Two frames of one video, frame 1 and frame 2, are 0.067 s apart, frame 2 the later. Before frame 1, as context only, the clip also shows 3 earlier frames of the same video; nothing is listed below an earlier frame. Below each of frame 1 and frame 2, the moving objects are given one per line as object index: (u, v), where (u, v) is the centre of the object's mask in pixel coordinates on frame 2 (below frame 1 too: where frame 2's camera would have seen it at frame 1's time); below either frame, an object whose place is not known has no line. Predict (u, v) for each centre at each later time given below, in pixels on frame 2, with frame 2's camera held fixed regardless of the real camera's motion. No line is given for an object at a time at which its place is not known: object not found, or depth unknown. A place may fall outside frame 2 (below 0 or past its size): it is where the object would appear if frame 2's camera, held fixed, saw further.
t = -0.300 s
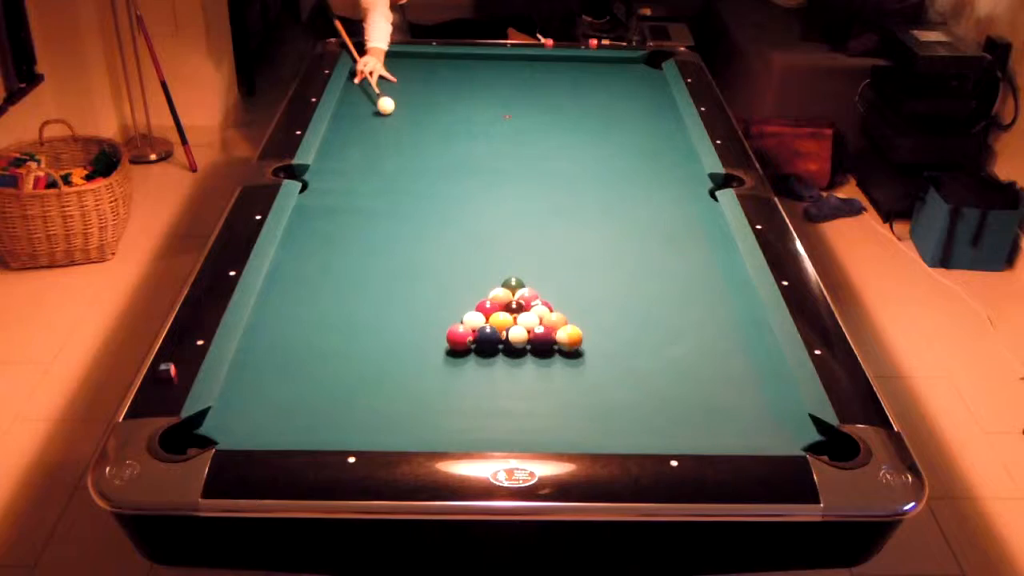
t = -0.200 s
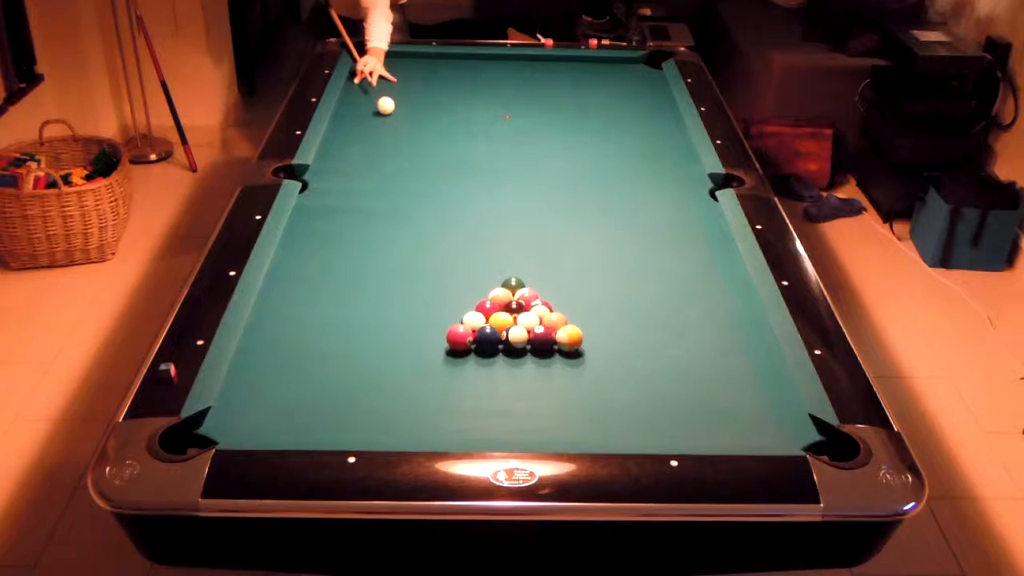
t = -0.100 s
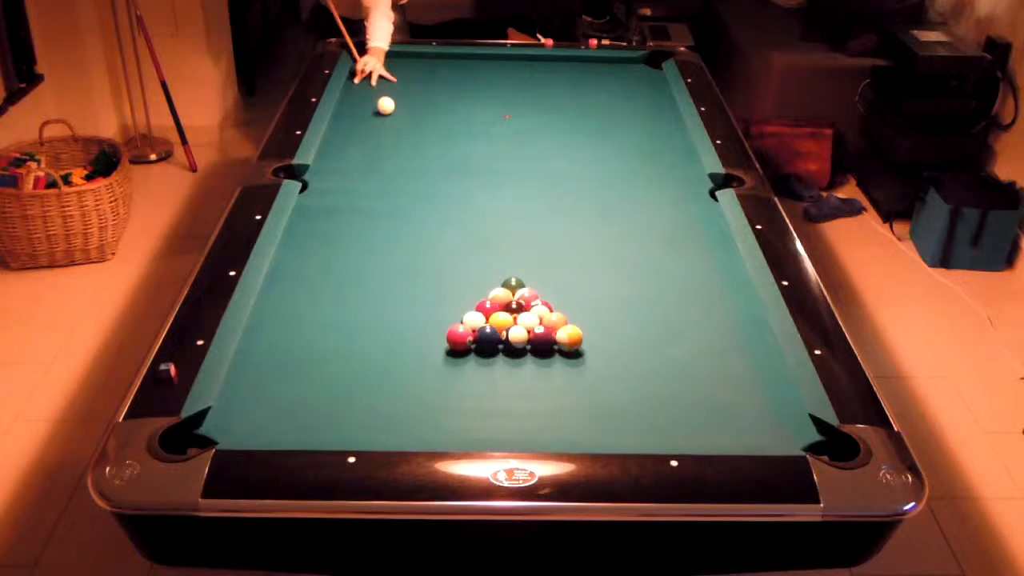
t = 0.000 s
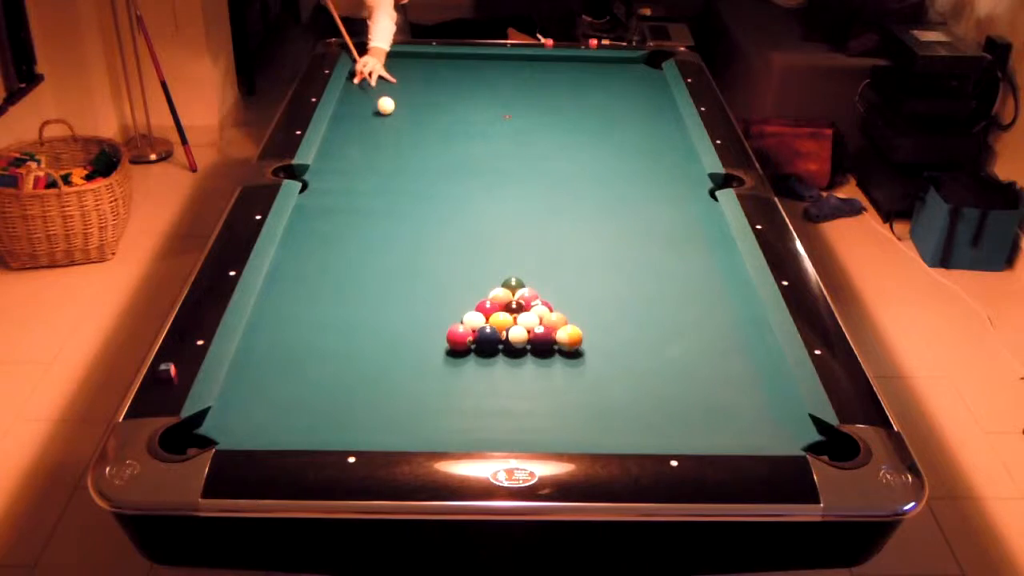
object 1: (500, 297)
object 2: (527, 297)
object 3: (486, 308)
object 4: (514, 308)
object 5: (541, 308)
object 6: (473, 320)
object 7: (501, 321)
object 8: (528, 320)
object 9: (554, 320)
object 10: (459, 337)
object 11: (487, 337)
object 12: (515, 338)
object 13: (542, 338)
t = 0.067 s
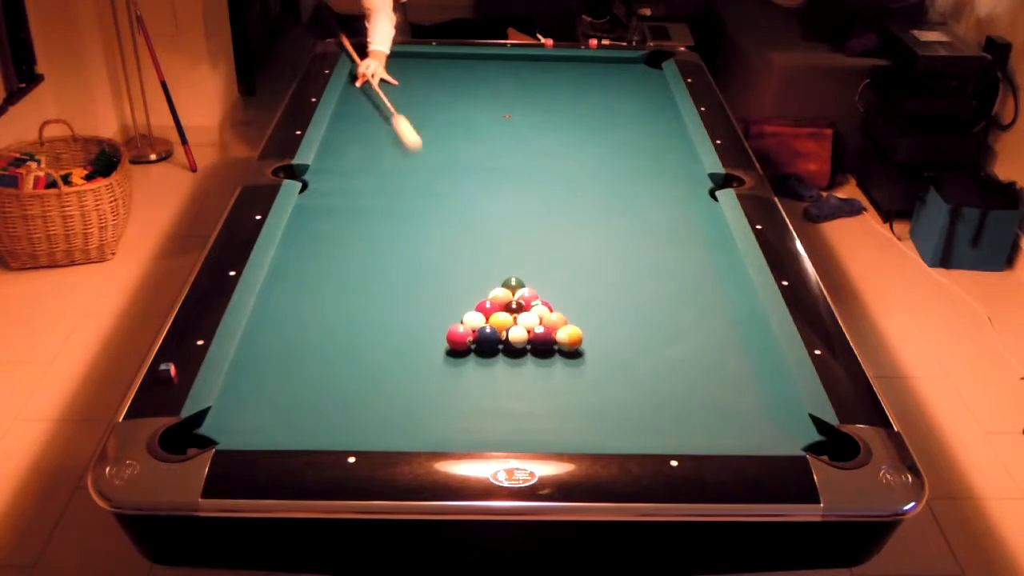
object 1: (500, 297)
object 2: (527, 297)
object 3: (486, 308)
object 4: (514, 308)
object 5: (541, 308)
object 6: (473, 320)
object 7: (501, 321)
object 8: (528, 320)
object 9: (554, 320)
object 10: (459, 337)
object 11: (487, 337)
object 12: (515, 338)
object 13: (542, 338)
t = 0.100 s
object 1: (500, 297)
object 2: (527, 297)
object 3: (486, 308)
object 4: (514, 308)
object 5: (541, 308)
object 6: (473, 320)
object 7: (501, 321)
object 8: (528, 320)
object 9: (554, 320)
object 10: (459, 337)
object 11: (487, 337)
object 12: (515, 338)
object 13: (542, 338)
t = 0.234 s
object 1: (490, 294)
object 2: (542, 292)
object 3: (481, 309)
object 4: (517, 309)
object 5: (565, 304)
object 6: (469, 328)
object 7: (499, 325)
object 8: (526, 328)
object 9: (581, 325)
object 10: (419, 364)
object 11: (473, 358)
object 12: (505, 358)
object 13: (542, 366)
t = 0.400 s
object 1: (463, 284)
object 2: (579, 272)
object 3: (462, 309)
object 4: (526, 309)
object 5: (625, 290)
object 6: (461, 330)
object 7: (497, 324)
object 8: (523, 332)
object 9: (643, 324)
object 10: (315, 416)
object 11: (437, 412)
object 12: (477, 405)
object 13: (542, 418)
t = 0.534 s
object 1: (444, 275)
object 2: (605, 258)
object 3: (449, 311)
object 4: (532, 309)
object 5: (666, 278)
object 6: (455, 335)
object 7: (495, 324)
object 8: (521, 336)
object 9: (688, 323)
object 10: (287, 379)
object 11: (417, 415)
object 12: (457, 421)
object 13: (539, 382)
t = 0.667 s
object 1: (426, 267)
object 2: (628, 244)
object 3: (437, 311)
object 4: (537, 308)
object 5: (704, 267)
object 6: (449, 339)
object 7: (494, 323)
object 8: (517, 338)
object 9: (732, 323)
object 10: (261, 350)
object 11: (404, 392)
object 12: (446, 397)
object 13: (538, 351)
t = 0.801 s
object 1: (409, 259)
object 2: (651, 232)
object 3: (425, 312)
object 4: (542, 307)
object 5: (723, 257)
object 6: (443, 342)
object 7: (482, 317)
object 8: (510, 335)
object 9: (744, 320)
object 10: (271, 324)
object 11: (393, 370)
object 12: (435, 376)
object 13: (556, 340)
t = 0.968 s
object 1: (388, 250)
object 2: (676, 218)
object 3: (410, 311)
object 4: (546, 306)
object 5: (690, 244)
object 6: (440, 339)
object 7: (465, 306)
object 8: (508, 334)
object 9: (713, 312)
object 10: (302, 297)
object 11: (380, 346)
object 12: (420, 359)
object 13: (576, 326)
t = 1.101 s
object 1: (373, 243)
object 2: (695, 207)
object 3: (400, 311)
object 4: (549, 305)
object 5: (665, 235)
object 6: (440, 331)
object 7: (451, 299)
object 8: (508, 334)
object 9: (691, 306)
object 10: (324, 278)
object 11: (370, 327)
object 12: (404, 354)
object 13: (591, 315)
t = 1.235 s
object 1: (358, 237)
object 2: (702, 198)
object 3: (390, 311)
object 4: (552, 305)
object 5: (641, 225)
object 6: (441, 323)
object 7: (439, 292)
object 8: (508, 335)
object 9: (669, 301)
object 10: (345, 259)
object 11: (360, 310)
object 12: (388, 349)
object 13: (605, 305)
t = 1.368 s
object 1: (344, 231)
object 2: (689, 191)
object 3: (380, 311)
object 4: (554, 304)
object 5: (618, 217)
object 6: (442, 317)
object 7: (427, 286)
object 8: (508, 335)
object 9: (648, 296)
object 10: (364, 243)
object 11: (352, 295)
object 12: (373, 345)
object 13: (617, 295)
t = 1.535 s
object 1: (328, 224)
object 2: (676, 184)
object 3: (369, 311)
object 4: (555, 304)
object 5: (591, 206)
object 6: (442, 308)
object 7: (413, 278)
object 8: (508, 335)
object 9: (650, 291)
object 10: (385, 224)
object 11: (342, 278)
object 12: (356, 342)
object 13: (606, 282)
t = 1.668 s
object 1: (315, 219)
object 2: (675, 181)
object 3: (361, 312)
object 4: (555, 304)
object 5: (571, 199)
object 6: (443, 302)
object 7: (403, 272)
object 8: (508, 335)
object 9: (653, 288)
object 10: (400, 210)
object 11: (334, 265)
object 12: (343, 338)
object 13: (597, 273)
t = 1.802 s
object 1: (303, 214)
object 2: (675, 178)
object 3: (353, 312)
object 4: (554, 304)
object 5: (552, 191)
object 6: (443, 297)
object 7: (393, 267)
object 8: (508, 335)
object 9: (655, 285)
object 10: (415, 197)
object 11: (327, 252)
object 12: (330, 336)
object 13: (589, 265)
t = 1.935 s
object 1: (309, 211)
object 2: (674, 175)
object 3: (347, 312)
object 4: (554, 304)
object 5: (533, 185)
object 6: (443, 292)
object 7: (384, 262)
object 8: (508, 335)
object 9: (657, 282)
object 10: (429, 184)
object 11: (320, 241)
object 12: (318, 332)
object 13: (582, 257)
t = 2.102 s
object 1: (320, 208)
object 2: (673, 172)
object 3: (339, 312)
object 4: (554, 304)
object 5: (512, 177)
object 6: (443, 286)
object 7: (373, 256)
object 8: (508, 335)
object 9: (659, 280)
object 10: (445, 170)
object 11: (313, 229)
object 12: (304, 328)
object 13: (573, 247)
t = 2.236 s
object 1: (327, 206)
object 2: (673, 170)
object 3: (334, 312)
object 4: (554, 304)
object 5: (494, 170)
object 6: (443, 283)
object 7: (366, 252)
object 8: (508, 335)
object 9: (660, 278)
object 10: (457, 159)
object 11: (306, 218)
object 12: (294, 327)
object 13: (566, 240)
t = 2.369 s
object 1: (333, 204)
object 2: (673, 169)
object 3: (329, 312)
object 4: (554, 304)
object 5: (479, 163)
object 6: (443, 280)
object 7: (358, 248)
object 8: (508, 335)
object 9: (661, 276)
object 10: (467, 149)
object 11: (305, 210)
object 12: (284, 324)
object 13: (560, 234)
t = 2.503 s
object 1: (339, 202)
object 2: (672, 167)
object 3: (325, 312)
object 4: (554, 304)
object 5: (464, 158)
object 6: (443, 277)
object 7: (351, 244)
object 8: (508, 335)
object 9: (662, 275)
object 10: (478, 141)
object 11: (311, 203)
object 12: (275, 322)
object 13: (554, 228)
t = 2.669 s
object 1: (346, 200)
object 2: (672, 166)
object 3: (320, 311)
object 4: (554, 304)
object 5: (472, 168)
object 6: (442, 273)
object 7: (343, 240)
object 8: (508, 335)
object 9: (662, 274)
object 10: (490, 130)
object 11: (319, 195)
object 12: (264, 320)
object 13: (547, 220)
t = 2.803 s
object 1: (351, 198)
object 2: (671, 165)
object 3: (317, 311)
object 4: (554, 304)
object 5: (480, 177)
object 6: (442, 271)
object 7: (336, 237)
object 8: (508, 335)
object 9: (662, 274)
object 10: (499, 123)
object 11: (326, 189)
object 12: (263, 319)
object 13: (542, 215)
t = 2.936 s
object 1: (355, 197)
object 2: (671, 164)
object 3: (315, 311)
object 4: (554, 304)
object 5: (488, 187)
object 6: (442, 268)
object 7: (331, 234)
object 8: (508, 335)
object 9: (662, 274)
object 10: (507, 115)
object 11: (332, 184)
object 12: (268, 319)
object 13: (537, 211)
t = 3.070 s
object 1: (360, 196)
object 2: (671, 163)
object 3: (313, 311)
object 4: (554, 304)
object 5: (495, 195)
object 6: (441, 266)
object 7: (326, 232)
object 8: (508, 335)
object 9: (662, 274)
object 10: (515, 108)
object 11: (338, 178)
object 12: (272, 318)
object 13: (532, 206)
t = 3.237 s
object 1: (365, 195)
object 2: (670, 163)
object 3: (312, 311)
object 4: (554, 304)
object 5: (505, 207)
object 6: (440, 266)
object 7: (320, 229)
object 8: (508, 335)
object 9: (662, 274)
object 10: (525, 99)
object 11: (345, 173)
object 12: (277, 318)
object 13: (526, 200)
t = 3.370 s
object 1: (368, 194)
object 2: (671, 162)
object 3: (312, 311)
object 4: (554, 304)
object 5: (512, 216)
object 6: (439, 265)
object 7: (316, 227)
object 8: (508, 335)
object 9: (662, 274)
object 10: (532, 93)
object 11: (349, 168)
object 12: (279, 318)
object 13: (522, 196)
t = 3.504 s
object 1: (370, 194)
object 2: (671, 162)
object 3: (313, 311)
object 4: (554, 304)
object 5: (520, 226)
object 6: (438, 265)
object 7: (311, 225)
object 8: (508, 335)
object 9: (662, 274)
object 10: (539, 87)
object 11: (354, 164)
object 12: (282, 318)
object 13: (518, 192)
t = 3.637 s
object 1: (372, 194)
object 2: (671, 162)
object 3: (314, 311)
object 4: (554, 304)
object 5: (528, 235)
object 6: (437, 265)
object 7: (308, 223)
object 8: (508, 335)
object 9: (662, 274)
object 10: (545, 82)
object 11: (358, 161)
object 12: (283, 318)
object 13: (514, 189)
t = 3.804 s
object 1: (375, 194)
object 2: (671, 162)
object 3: (314, 311)
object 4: (554, 304)
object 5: (538, 247)
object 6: (437, 265)
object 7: (304, 221)
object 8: (508, 335)
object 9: (662, 274)
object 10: (552, 75)
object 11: (363, 156)
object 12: (283, 318)
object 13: (510, 185)
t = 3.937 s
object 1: (376, 194)
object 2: (671, 162)
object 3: (314, 311)
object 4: (554, 304)
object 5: (546, 256)
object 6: (437, 265)
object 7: (302, 220)
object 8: (508, 335)
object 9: (662, 274)
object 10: (557, 70)
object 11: (367, 152)
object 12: (283, 318)
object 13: (506, 183)
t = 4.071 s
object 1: (376, 193)
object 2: (671, 162)
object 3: (314, 311)
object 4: (554, 304)
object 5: (554, 266)
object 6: (437, 265)
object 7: (300, 219)
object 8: (508, 335)
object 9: (662, 274)
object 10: (563, 66)
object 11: (370, 149)
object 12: (283, 318)
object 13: (503, 180)
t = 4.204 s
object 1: (376, 193)
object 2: (671, 162)
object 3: (314, 311)
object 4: (554, 304)
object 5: (562, 276)
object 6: (437, 265)
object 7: (301, 218)
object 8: (508, 335)
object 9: (662, 274)
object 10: (568, 61)
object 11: (373, 147)
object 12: (283, 318)
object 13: (500, 178)
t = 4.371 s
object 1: (376, 193)
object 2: (671, 162)
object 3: (314, 311)
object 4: (554, 304)
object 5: (571, 286)
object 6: (437, 265)
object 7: (302, 218)
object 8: (508, 335)
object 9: (662, 274)
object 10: (574, 60)
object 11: (376, 143)
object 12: (283, 318)
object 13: (497, 175)
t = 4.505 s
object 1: (376, 193)
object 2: (671, 162)
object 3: (314, 311)
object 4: (554, 304)
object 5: (579, 296)
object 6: (437, 265)
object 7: (302, 218)
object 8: (508, 335)
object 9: (662, 274)
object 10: (579, 63)
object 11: (379, 141)
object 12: (283, 318)
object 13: (494, 173)
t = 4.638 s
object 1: (376, 194)
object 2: (671, 162)
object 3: (314, 311)
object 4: (554, 304)
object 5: (586, 306)
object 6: (437, 265)
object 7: (302, 218)
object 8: (508, 335)
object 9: (662, 274)
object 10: (585, 65)
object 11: (381, 139)
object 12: (283, 318)
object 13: (492, 171)
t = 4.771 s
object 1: (376, 194)
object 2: (671, 162)
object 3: (314, 311)
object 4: (554, 304)
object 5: (594, 315)
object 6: (437, 265)
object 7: (302, 218)
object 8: (508, 335)
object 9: (662, 273)
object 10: (590, 68)
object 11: (382, 138)
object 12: (283, 318)
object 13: (490, 170)
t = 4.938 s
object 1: (376, 194)
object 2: (671, 162)
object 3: (314, 311)
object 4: (554, 304)
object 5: (603, 327)
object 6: (437, 265)
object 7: (302, 218)
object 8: (508, 335)
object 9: (662, 273)
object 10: (596, 71)
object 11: (384, 136)
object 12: (283, 318)
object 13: (488, 168)
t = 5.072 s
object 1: (376, 193)
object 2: (671, 162)
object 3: (314, 311)
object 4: (554, 304)
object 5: (611, 336)
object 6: (437, 265)
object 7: (302, 218)
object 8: (508, 335)
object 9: (662, 273)
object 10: (600, 73)
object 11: (385, 134)
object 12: (283, 318)
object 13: (486, 167)
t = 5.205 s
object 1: (376, 193)
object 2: (671, 162)
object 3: (314, 311)
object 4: (554, 304)
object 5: (618, 345)
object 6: (437, 265)
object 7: (302, 218)
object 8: (508, 335)
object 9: (662, 273)
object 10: (604, 75)
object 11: (386, 133)
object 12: (283, 318)
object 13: (485, 166)
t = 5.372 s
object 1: (376, 193)
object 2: (671, 162)
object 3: (314, 311)
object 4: (554, 304)
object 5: (627, 356)
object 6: (437, 265)
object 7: (302, 218)
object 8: (508, 335)
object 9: (662, 273)
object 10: (609, 77)
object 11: (387, 132)
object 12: (283, 318)
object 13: (483, 166)
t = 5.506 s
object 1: (376, 193)
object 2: (671, 162)
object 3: (314, 312)
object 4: (554, 304)
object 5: (634, 366)
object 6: (437, 265)
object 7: (302, 217)
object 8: (508, 334)
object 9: (662, 273)
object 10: (613, 80)
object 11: (388, 131)
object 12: (283, 318)
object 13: (482, 165)
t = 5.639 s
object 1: (376, 193)
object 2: (671, 162)
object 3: (314, 312)
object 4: (554, 304)
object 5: (640, 374)
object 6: (437, 265)
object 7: (302, 217)
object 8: (508, 334)
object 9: (662, 274)
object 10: (616, 81)
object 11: (388, 131)
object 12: (283, 318)
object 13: (481, 165)
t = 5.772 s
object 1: (376, 193)
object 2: (671, 162)
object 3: (314, 311)
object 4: (554, 304)
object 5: (647, 382)
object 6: (437, 265)
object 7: (302, 217)
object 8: (508, 334)
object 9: (662, 274)
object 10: (619, 82)
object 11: (388, 130)
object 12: (283, 318)
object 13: (480, 165)
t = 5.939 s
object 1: (376, 193)
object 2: (671, 162)
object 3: (314, 312)
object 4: (554, 304)
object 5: (655, 393)
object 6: (437, 265)
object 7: (302, 217)
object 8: (508, 335)
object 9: (662, 274)
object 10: (623, 85)
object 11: (388, 130)
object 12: (283, 318)
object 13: (480, 165)
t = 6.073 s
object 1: (376, 193)
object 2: (671, 162)
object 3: (314, 312)
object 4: (554, 304)
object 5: (661, 401)
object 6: (437, 265)
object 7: (302, 217)
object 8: (508, 335)
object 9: (662, 274)
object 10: (625, 86)
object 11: (388, 130)
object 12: (283, 318)
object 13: (480, 165)
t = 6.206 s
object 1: (376, 193)
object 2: (671, 162)
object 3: (314, 312)
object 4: (554, 304)
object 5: (667, 408)
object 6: (437, 265)
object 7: (302, 217)
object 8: (508, 335)
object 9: (662, 274)
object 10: (627, 87)
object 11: (388, 130)
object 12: (283, 318)
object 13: (480, 165)
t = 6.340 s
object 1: (376, 193)
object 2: (671, 162)
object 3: (314, 312)
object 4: (554, 304)
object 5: (672, 415)
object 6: (437, 265)
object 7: (302, 217)
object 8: (508, 335)
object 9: (662, 274)
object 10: (630, 88)
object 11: (388, 130)
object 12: (283, 318)
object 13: (480, 165)
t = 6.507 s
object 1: (376, 193)
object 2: (671, 162)
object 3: (314, 312)
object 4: (554, 304)
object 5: (678, 424)
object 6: (437, 265)
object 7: (302, 217)
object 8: (508, 335)
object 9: (662, 274)
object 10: (632, 88)
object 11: (388, 130)
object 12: (283, 318)
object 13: (480, 165)
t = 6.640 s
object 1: (376, 193)
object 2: (671, 162)
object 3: (314, 312)
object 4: (554, 304)
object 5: (683, 428)
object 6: (437, 265)
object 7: (302, 217)
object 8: (508, 335)
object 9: (662, 274)
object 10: (634, 89)
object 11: (388, 130)
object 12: (283, 318)
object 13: (480, 165)
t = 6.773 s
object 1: (376, 193)
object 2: (671, 162)
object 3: (314, 311)
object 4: (554, 304)
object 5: (685, 428)
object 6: (437, 265)
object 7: (302, 217)
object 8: (508, 335)
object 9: (662, 274)
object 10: (635, 89)
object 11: (388, 130)
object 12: (283, 318)
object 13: (480, 165)
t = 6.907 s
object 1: (376, 193)
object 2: (671, 162)
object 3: (314, 311)
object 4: (554, 304)
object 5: (686, 426)
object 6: (437, 265)
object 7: (302, 217)
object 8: (508, 335)
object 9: (662, 274)
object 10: (636, 90)
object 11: (388, 130)
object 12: (283, 318)
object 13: (480, 165)
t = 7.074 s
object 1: (376, 194)
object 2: (671, 162)
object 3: (314, 311)
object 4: (554, 304)
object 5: (687, 424)
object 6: (437, 265)
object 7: (302, 217)
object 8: (508, 335)
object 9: (662, 274)
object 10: (636, 90)
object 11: (388, 130)
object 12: (283, 318)
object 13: (480, 165)
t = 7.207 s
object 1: (376, 194)
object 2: (671, 162)
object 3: (314, 311)
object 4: (554, 304)
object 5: (687, 421)
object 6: (437, 265)
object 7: (302, 217)
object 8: (508, 335)
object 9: (662, 274)
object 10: (636, 90)
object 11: (388, 130)
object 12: (283, 318)
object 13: (480, 165)
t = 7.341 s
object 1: (376, 194)
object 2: (671, 162)
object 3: (314, 311)
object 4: (554, 304)
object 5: (688, 419)
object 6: (437, 265)
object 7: (302, 217)
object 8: (508, 335)
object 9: (662, 274)
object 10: (636, 90)
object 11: (388, 130)
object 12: (283, 318)
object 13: (480, 165)
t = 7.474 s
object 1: (376, 194)
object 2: (671, 162)
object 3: (314, 311)
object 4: (554, 304)
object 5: (688, 419)
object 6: (437, 265)
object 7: (302, 217)
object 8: (508, 335)
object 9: (662, 274)
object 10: (636, 90)
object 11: (388, 130)
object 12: (283, 318)
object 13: (480, 165)
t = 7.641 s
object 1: (376, 193)
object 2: (671, 162)
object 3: (314, 312)
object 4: (554, 304)
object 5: (688, 418)
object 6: (437, 265)
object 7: (302, 217)
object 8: (508, 335)
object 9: (662, 274)
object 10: (636, 90)
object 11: (388, 130)
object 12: (283, 318)
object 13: (480, 165)
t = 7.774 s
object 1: (376, 193)
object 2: (671, 162)
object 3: (314, 311)
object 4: (554, 304)
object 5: (687, 419)
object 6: (437, 265)
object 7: (302, 217)
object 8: (508, 335)
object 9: (662, 274)
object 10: (636, 90)
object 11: (388, 130)
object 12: (283, 318)
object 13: (480, 165)
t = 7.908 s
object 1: (376, 193)
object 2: (671, 162)
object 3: (314, 311)
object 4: (554, 304)
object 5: (687, 419)
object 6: (437, 265)
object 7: (302, 217)
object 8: (508, 335)
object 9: (662, 274)
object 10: (636, 90)
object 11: (388, 130)
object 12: (283, 318)
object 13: (480, 165)
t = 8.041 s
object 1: (376, 193)
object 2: (671, 162)
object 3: (314, 311)
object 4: (554, 304)
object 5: (687, 419)
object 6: (437, 265)
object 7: (302, 217)
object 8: (508, 335)
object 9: (662, 274)
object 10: (636, 90)
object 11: (388, 130)
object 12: (283, 318)
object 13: (480, 165)
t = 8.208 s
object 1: (376, 193)
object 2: (671, 162)
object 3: (314, 312)
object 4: (554, 304)
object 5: (687, 419)
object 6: (437, 265)
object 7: (302, 217)
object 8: (508, 335)
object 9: (662, 273)
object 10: (636, 90)
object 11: (388, 130)
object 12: (283, 318)
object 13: (480, 165)
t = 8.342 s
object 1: (376, 193)
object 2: (671, 162)
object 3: (314, 312)
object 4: (554, 304)
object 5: (687, 419)
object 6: (437, 265)
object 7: (302, 217)
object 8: (508, 335)
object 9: (662, 273)
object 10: (636, 90)
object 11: (388, 130)
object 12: (283, 318)
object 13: (480, 165)
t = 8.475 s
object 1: (376, 193)
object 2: (671, 162)
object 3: (314, 312)
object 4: (554, 304)
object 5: (687, 419)
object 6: (437, 265)
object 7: (302, 217)
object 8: (508, 335)
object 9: (662, 274)
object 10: (636, 90)
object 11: (388, 130)
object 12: (283, 318)
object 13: (480, 165)
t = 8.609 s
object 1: (376, 194)
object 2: (671, 162)
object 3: (314, 312)
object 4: (554, 304)
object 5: (687, 419)
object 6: (437, 265)
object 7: (302, 218)
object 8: (508, 335)
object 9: (662, 273)
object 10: (636, 90)
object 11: (388, 130)
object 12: (283, 318)
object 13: (480, 165)
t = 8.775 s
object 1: (376, 194)
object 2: (671, 162)
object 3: (314, 312)
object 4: (554, 304)
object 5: (687, 419)
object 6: (437, 265)
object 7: (302, 217)
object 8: (508, 335)
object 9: (662, 274)
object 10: (636, 90)
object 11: (388, 130)
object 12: (283, 318)
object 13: (480, 165)
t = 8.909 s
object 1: (376, 194)
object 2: (671, 162)
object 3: (314, 312)
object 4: (554, 304)
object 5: (687, 419)
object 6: (437, 265)
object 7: (302, 217)
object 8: (508, 335)
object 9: (662, 274)
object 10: (636, 90)
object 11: (388, 130)
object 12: (283, 318)
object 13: (480, 166)
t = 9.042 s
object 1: (376, 194)
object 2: (671, 162)
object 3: (314, 312)
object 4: (554, 304)
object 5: (687, 419)
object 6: (437, 265)
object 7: (302, 217)
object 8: (508, 335)
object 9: (662, 273)
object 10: (636, 90)
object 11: (388, 130)
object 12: (283, 318)
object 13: (480, 166)
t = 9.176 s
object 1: (376, 194)
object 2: (671, 162)
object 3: (314, 312)
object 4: (554, 304)
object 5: (687, 419)
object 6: (437, 265)
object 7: (302, 217)
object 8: (508, 335)
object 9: (662, 274)
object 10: (636, 90)
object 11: (388, 130)
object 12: (283, 318)
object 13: (480, 166)
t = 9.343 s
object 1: (376, 193)
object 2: (671, 162)
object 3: (314, 312)
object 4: (554, 304)
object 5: (687, 419)
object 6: (437, 265)
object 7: (302, 217)
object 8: (508, 335)
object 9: (662, 274)
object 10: (636, 90)
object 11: (388, 130)
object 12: (283, 318)
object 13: (480, 165)
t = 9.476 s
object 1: (376, 193)
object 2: (671, 162)
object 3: (314, 312)
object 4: (554, 304)
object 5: (687, 419)
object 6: (437, 265)
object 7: (302, 217)
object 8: (508, 335)
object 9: (662, 273)
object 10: (636, 90)
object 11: (388, 130)
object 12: (283, 318)
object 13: (480, 166)
